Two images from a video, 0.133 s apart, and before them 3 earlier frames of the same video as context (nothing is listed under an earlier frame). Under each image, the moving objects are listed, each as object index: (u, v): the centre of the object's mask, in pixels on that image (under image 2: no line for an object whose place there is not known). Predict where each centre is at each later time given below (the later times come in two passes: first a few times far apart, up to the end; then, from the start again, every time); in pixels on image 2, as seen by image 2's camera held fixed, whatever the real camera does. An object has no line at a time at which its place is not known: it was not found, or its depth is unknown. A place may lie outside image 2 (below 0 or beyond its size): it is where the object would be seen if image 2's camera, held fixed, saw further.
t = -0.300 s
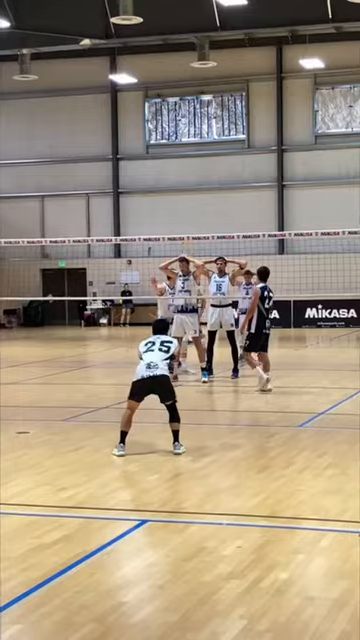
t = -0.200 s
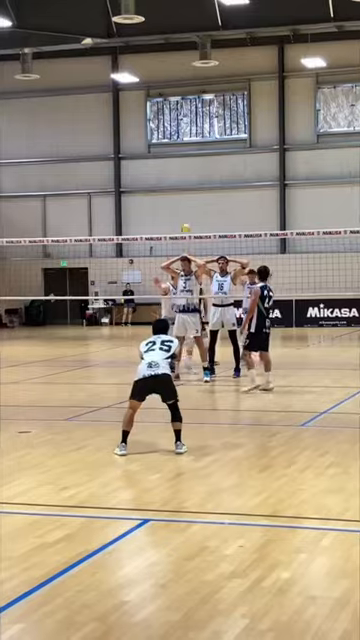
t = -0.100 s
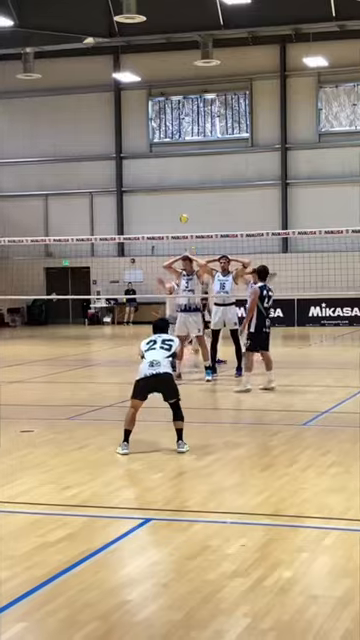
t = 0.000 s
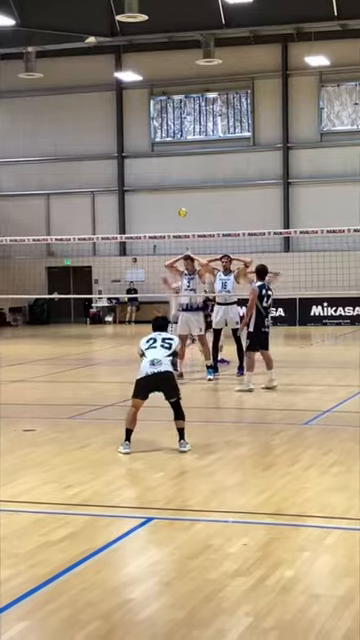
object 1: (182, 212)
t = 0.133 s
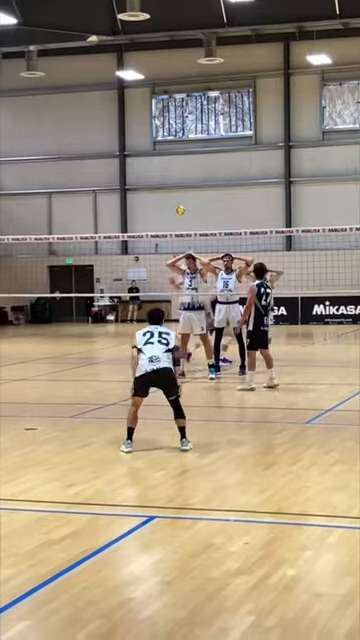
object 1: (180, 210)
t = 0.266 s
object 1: (176, 216)
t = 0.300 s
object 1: (175, 218)
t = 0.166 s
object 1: (179, 211)
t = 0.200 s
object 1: (178, 212)
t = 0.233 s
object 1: (177, 214)
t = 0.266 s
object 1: (176, 216)
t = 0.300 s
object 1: (175, 218)
